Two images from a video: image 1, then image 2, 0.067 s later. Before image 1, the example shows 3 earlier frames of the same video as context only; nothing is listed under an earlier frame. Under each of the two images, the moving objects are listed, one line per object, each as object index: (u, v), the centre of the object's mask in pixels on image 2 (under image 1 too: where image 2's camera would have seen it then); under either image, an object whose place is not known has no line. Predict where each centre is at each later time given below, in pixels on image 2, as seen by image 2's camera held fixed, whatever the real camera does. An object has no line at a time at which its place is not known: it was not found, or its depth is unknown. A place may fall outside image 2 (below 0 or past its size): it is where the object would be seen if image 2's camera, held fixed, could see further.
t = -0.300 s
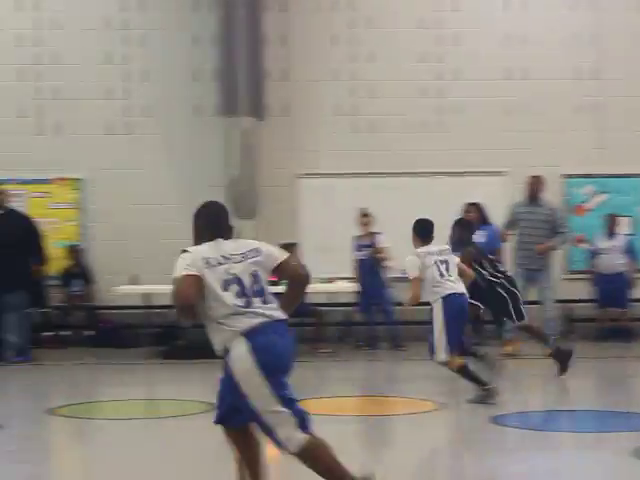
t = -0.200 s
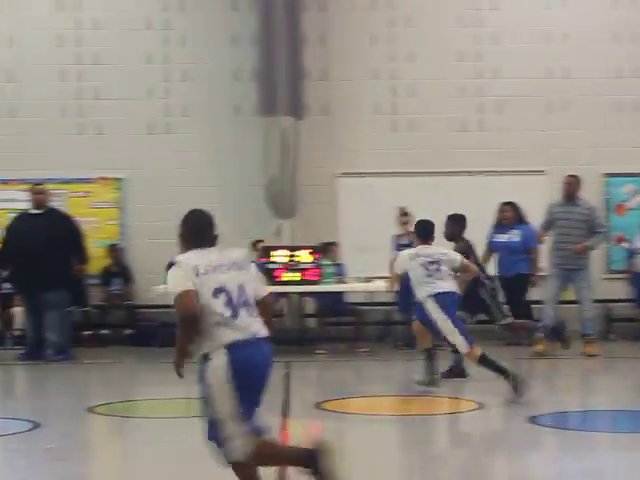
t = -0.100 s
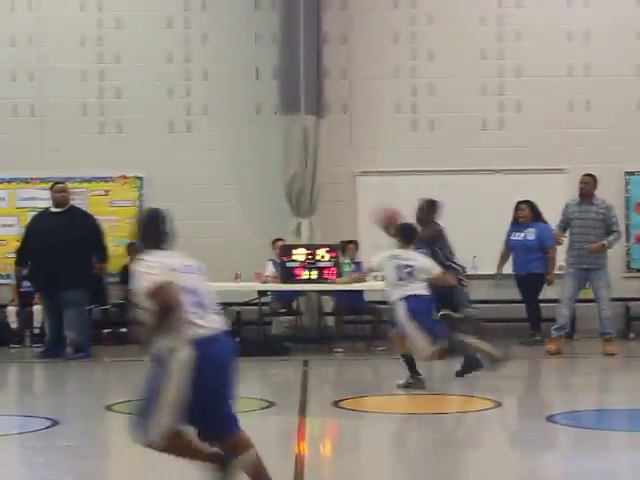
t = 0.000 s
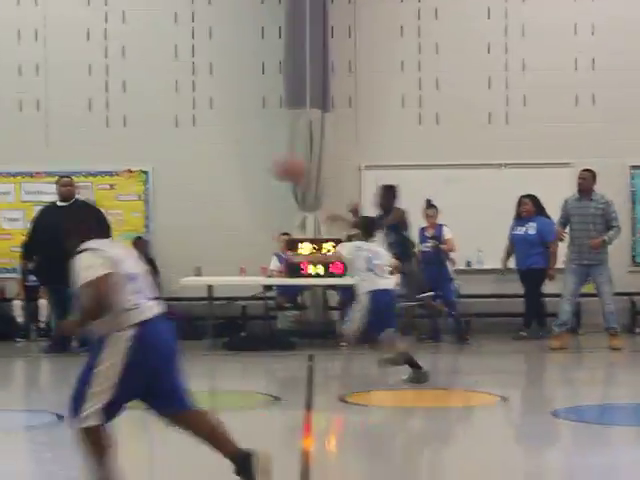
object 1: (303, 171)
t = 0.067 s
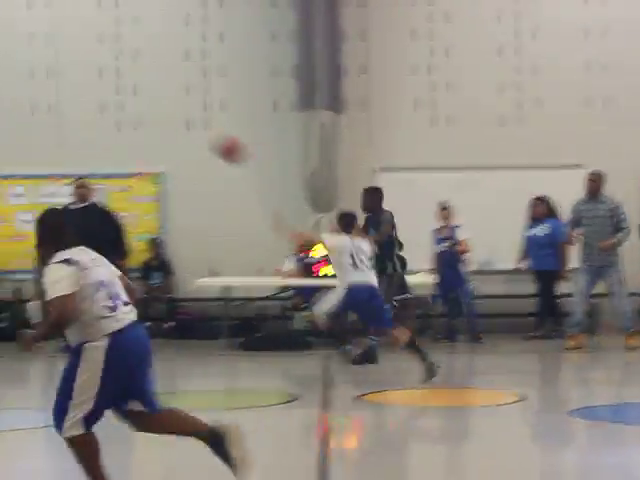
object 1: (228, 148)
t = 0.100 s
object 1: (191, 138)
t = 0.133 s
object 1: (153, 129)
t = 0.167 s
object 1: (118, 123)
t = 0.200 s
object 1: (79, 116)
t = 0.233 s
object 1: (40, 108)
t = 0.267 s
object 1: (0, 104)
